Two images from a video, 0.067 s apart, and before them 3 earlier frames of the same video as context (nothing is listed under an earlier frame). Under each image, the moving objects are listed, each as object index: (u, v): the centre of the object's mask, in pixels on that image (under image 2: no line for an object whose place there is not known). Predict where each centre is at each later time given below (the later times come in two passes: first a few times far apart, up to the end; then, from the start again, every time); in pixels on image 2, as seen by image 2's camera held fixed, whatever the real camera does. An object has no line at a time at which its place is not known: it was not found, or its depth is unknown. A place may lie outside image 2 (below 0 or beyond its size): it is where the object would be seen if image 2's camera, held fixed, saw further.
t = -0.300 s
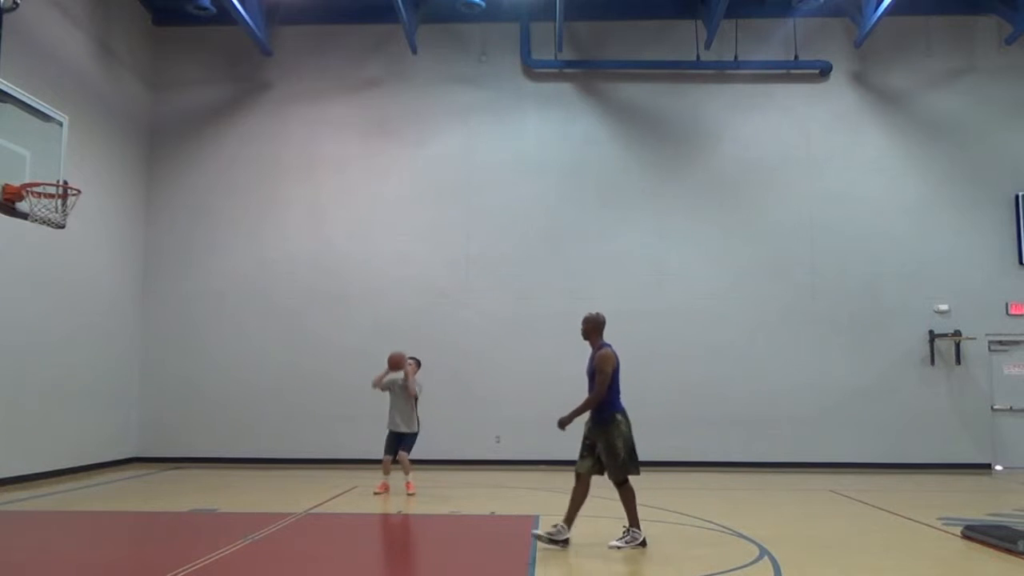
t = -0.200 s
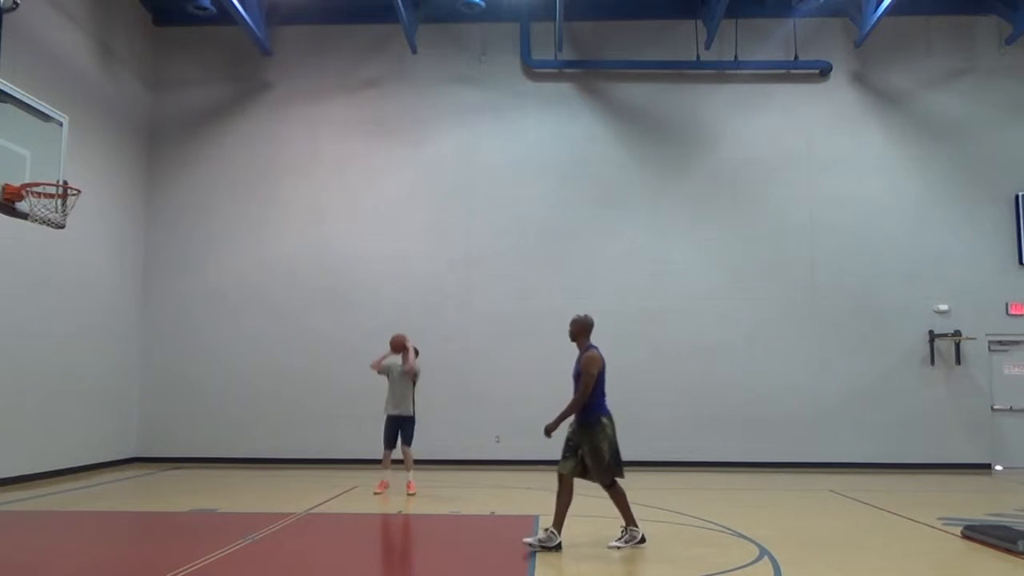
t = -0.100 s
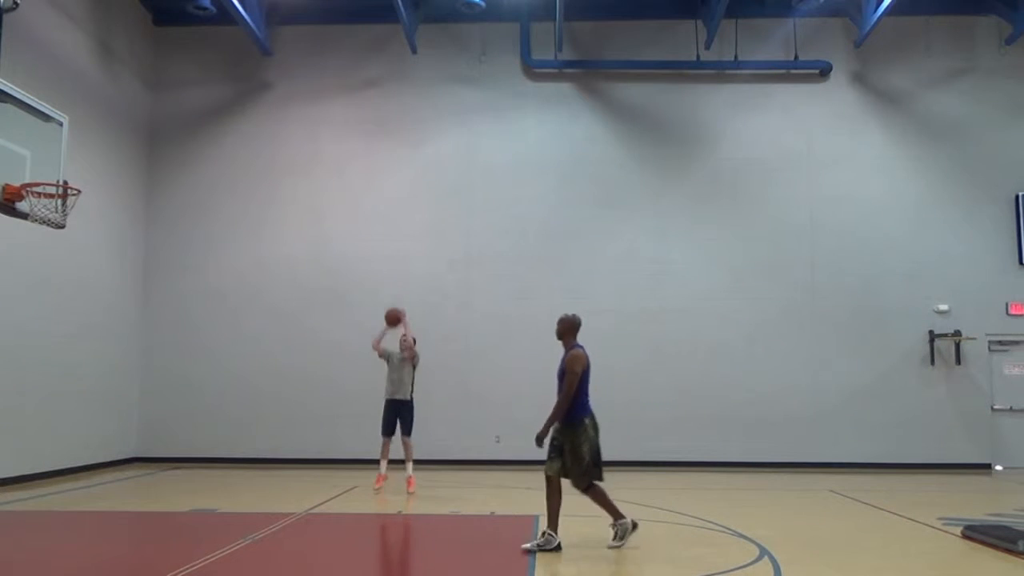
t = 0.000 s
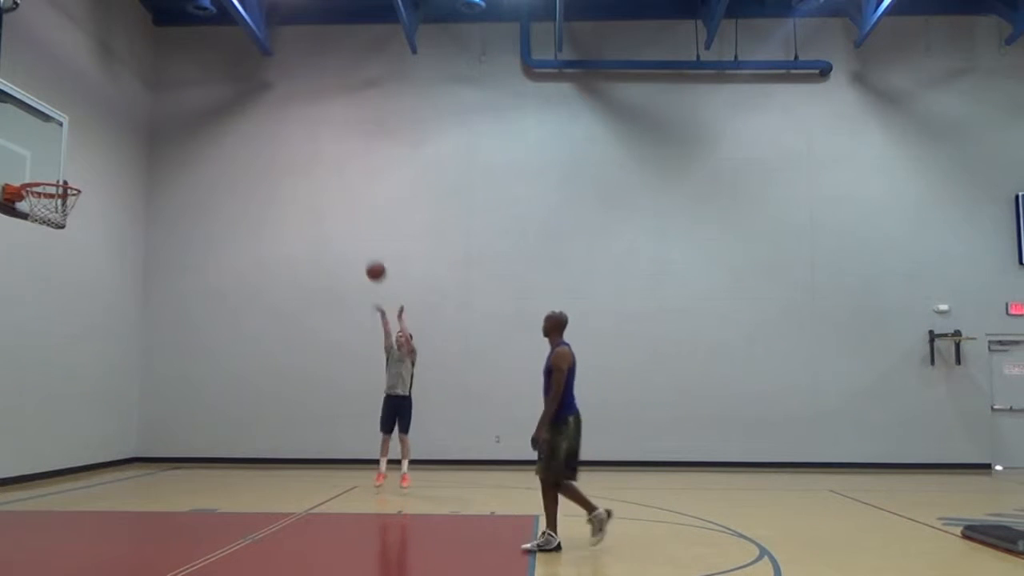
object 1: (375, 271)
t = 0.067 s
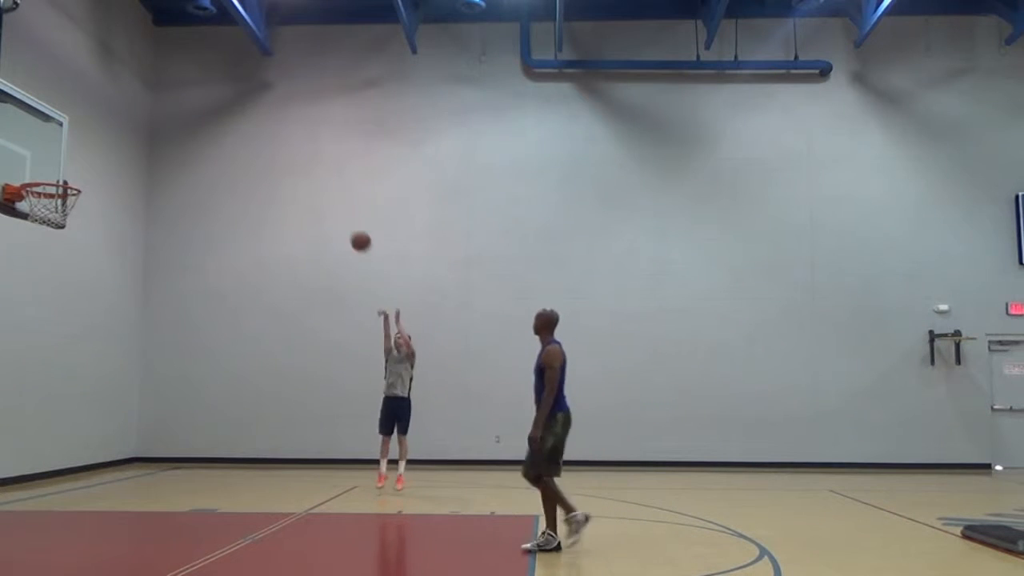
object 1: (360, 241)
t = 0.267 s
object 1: (311, 169)
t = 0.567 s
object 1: (229, 113)
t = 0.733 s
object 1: (175, 113)
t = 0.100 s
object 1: (352, 227)
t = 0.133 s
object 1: (345, 214)
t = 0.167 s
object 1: (336, 201)
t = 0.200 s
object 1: (328, 190)
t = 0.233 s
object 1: (320, 179)
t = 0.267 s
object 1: (311, 169)
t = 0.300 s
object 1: (303, 159)
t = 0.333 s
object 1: (294, 150)
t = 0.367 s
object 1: (285, 142)
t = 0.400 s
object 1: (276, 136)
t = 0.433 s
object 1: (267, 129)
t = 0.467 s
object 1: (258, 124)
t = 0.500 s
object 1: (248, 118)
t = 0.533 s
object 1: (239, 115)
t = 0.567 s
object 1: (229, 113)
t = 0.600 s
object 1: (219, 111)
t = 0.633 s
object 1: (208, 110)
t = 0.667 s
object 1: (197, 110)
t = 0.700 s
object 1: (186, 111)
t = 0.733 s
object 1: (175, 113)
